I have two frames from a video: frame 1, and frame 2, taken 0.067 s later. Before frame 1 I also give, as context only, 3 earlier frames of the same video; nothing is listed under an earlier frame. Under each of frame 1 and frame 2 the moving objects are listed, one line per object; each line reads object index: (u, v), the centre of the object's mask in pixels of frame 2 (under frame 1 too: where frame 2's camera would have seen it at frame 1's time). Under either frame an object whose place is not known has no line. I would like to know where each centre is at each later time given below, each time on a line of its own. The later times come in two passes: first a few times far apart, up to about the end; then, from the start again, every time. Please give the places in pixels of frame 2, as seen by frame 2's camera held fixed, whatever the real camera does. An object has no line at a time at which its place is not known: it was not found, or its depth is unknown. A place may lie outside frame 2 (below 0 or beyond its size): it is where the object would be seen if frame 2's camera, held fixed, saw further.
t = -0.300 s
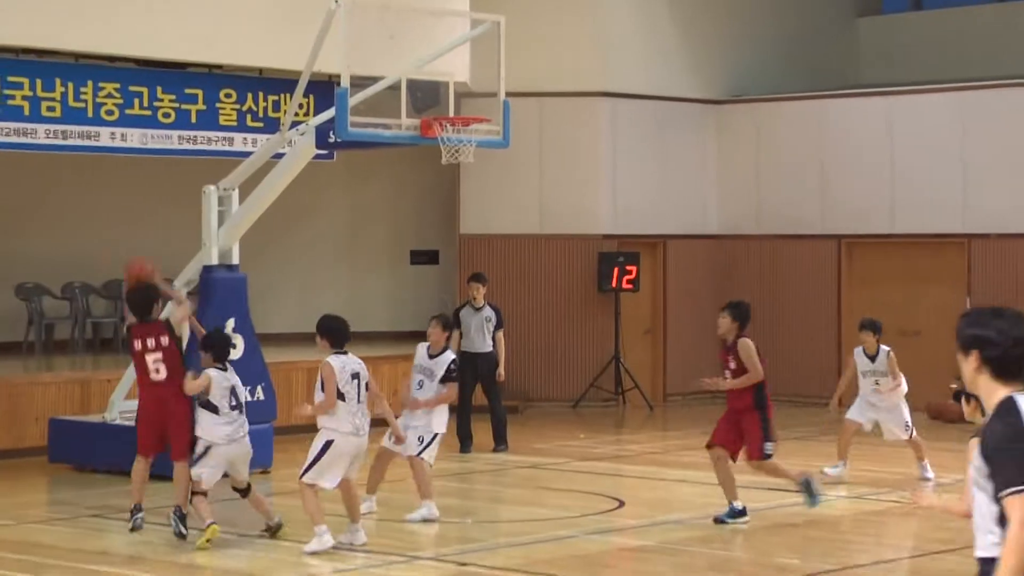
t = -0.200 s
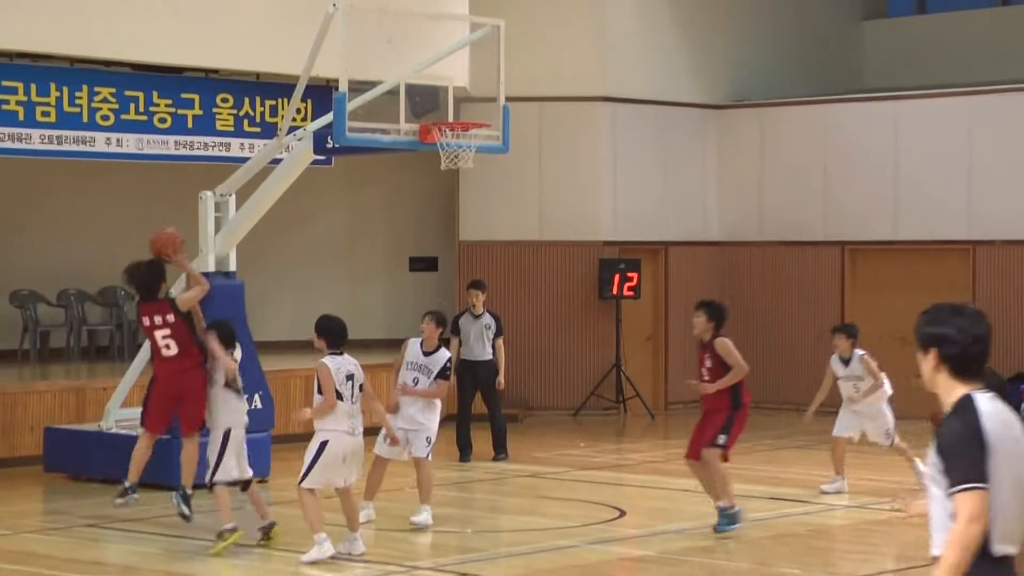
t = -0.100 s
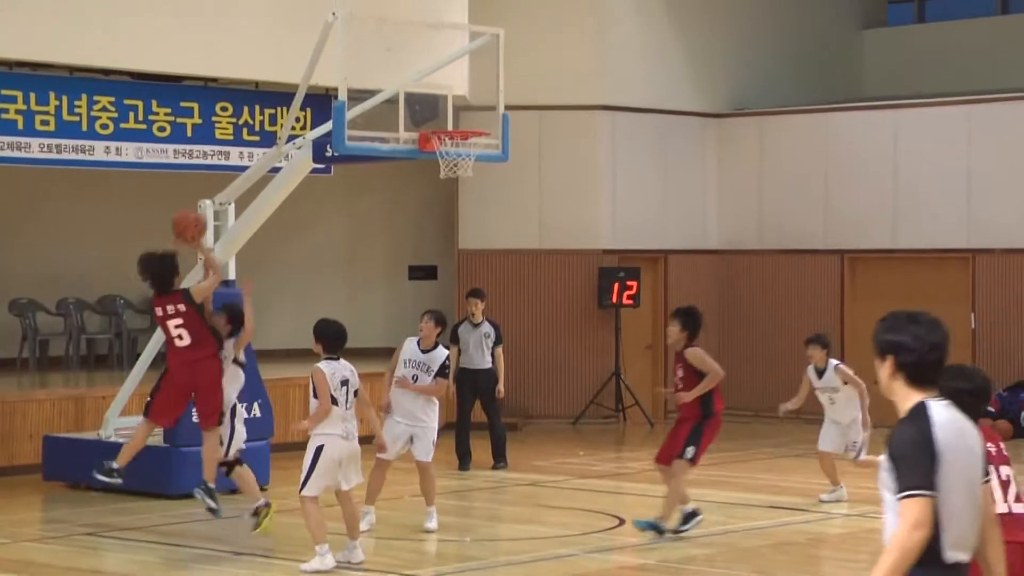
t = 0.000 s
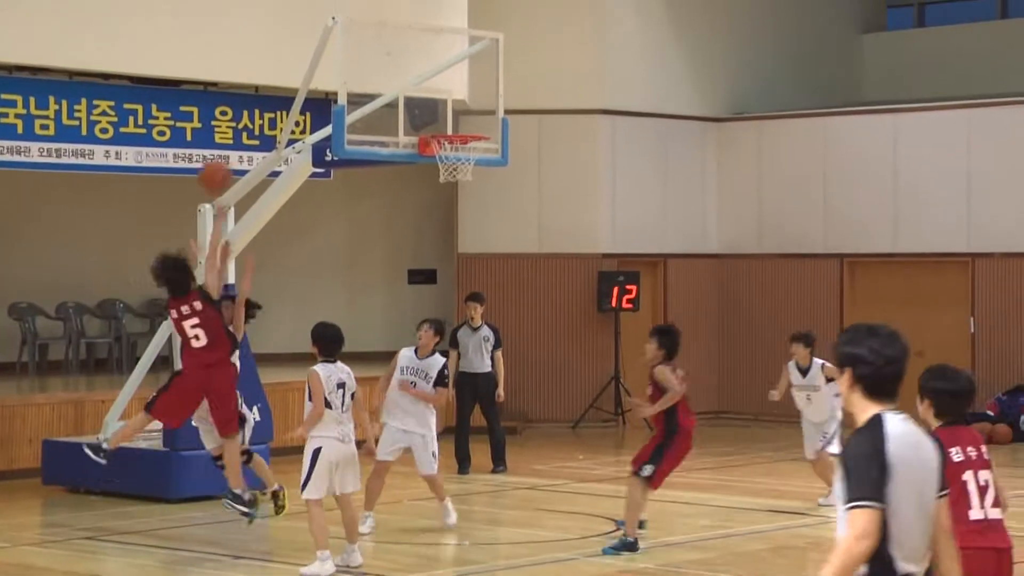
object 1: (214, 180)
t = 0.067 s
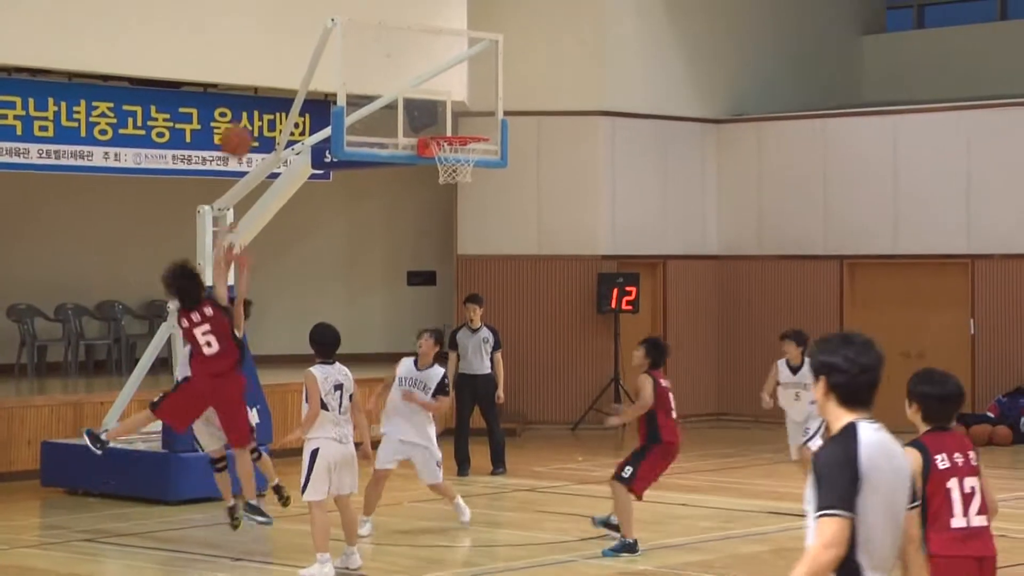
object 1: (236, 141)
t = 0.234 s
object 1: (286, 82)
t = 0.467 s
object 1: (352, 64)
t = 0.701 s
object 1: (411, 110)
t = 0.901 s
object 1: (418, 92)
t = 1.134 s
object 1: (410, 89)
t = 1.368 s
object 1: (401, 159)
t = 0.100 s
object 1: (247, 125)
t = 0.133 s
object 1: (257, 112)
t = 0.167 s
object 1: (266, 100)
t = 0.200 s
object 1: (276, 91)
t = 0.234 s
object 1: (286, 82)
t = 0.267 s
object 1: (296, 75)
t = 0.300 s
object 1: (306, 69)
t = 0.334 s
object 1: (316, 66)
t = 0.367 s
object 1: (325, 63)
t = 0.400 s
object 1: (334, 62)
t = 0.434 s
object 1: (343, 62)
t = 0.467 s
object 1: (352, 64)
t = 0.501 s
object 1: (361, 67)
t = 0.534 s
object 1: (369, 72)
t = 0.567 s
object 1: (378, 77)
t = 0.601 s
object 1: (386, 84)
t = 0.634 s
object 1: (395, 93)
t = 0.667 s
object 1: (403, 103)
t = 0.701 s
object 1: (411, 110)
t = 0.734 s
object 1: (419, 119)
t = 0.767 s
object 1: (423, 120)
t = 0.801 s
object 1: (422, 113)
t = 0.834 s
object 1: (420, 103)
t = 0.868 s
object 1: (420, 96)
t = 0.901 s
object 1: (418, 92)
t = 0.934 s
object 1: (417, 86)
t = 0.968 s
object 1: (416, 84)
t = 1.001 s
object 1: (415, 83)
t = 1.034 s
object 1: (414, 82)
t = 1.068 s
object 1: (413, 84)
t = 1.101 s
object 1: (411, 86)
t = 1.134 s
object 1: (410, 89)
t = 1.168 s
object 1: (409, 95)
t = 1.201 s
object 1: (408, 103)
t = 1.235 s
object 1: (406, 111)
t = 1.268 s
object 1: (405, 120)
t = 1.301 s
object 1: (405, 132)
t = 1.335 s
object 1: (403, 144)
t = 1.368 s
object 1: (401, 159)
